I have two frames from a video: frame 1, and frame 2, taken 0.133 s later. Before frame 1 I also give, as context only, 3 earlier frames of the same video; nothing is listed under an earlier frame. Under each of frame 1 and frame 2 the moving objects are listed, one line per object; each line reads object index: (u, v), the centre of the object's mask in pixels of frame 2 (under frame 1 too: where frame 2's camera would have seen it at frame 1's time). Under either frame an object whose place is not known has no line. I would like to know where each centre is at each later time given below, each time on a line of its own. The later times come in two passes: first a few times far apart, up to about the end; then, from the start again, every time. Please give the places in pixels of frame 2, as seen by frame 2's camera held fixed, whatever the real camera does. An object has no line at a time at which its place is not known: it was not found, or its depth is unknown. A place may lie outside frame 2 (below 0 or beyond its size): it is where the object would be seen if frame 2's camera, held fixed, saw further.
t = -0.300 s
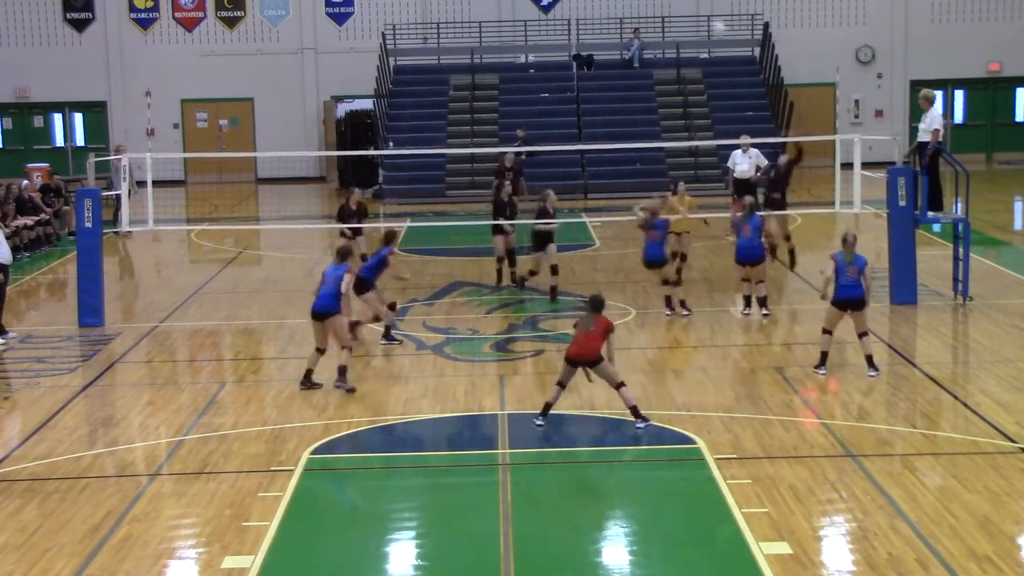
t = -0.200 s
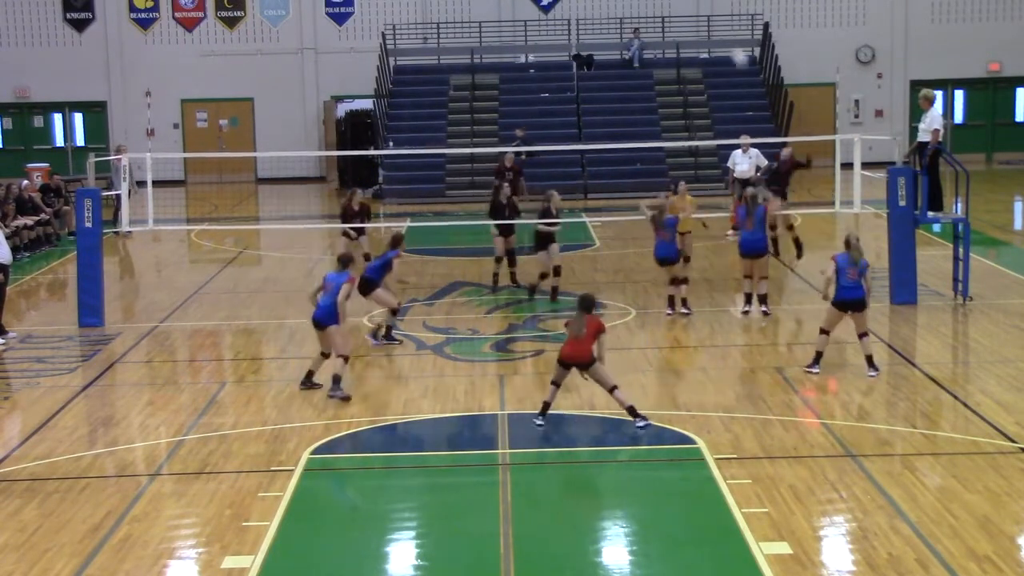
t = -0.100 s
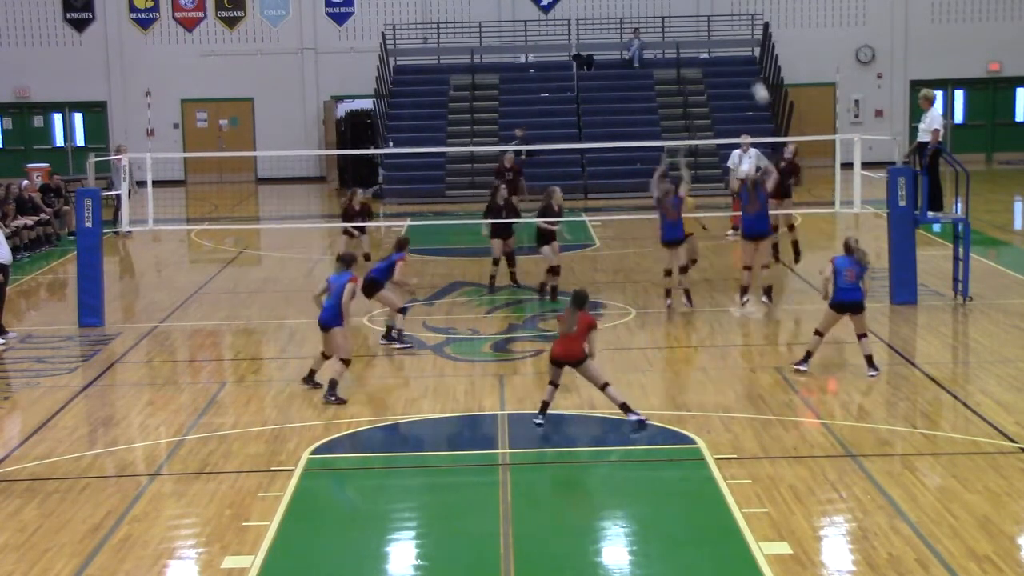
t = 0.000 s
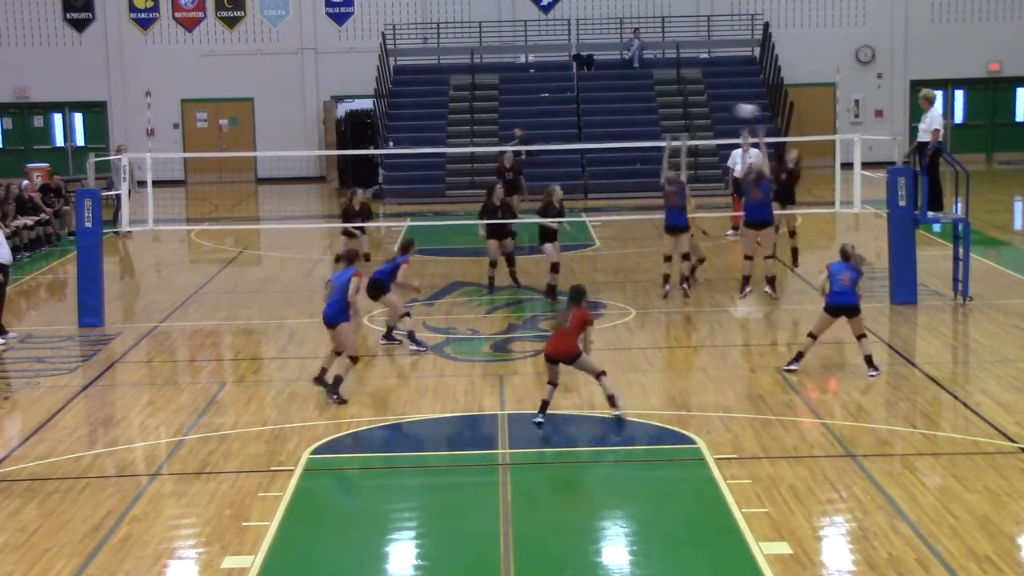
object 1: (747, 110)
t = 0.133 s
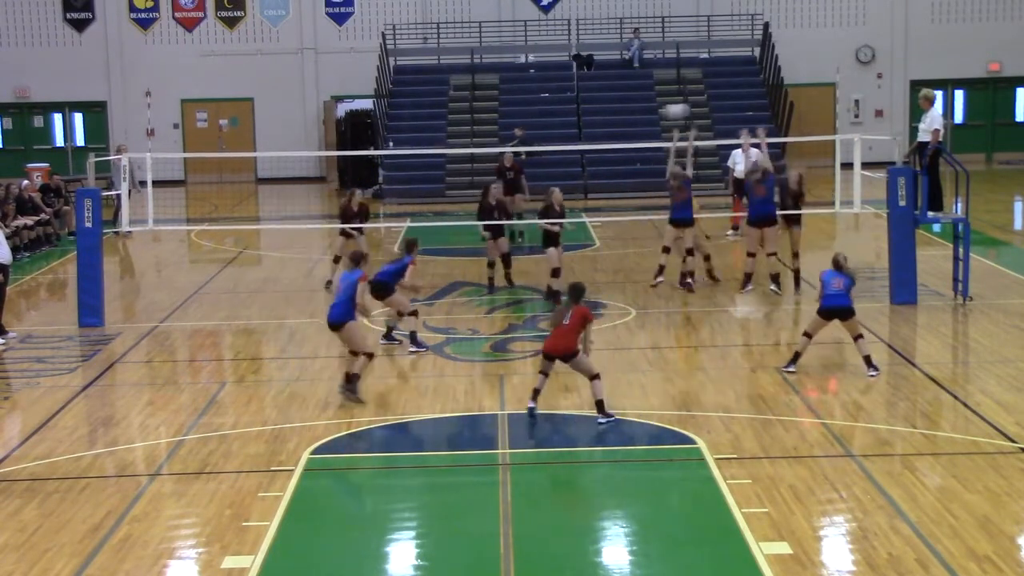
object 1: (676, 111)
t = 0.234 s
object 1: (618, 121)
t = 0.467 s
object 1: (475, 179)
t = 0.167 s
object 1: (657, 114)
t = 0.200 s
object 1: (639, 117)
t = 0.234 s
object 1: (618, 121)
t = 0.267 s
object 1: (599, 127)
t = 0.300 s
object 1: (580, 132)
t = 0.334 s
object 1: (561, 138)
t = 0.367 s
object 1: (538, 149)
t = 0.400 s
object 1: (518, 159)
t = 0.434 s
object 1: (497, 167)
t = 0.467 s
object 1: (475, 179)
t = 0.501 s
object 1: (455, 191)
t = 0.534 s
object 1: (432, 205)
